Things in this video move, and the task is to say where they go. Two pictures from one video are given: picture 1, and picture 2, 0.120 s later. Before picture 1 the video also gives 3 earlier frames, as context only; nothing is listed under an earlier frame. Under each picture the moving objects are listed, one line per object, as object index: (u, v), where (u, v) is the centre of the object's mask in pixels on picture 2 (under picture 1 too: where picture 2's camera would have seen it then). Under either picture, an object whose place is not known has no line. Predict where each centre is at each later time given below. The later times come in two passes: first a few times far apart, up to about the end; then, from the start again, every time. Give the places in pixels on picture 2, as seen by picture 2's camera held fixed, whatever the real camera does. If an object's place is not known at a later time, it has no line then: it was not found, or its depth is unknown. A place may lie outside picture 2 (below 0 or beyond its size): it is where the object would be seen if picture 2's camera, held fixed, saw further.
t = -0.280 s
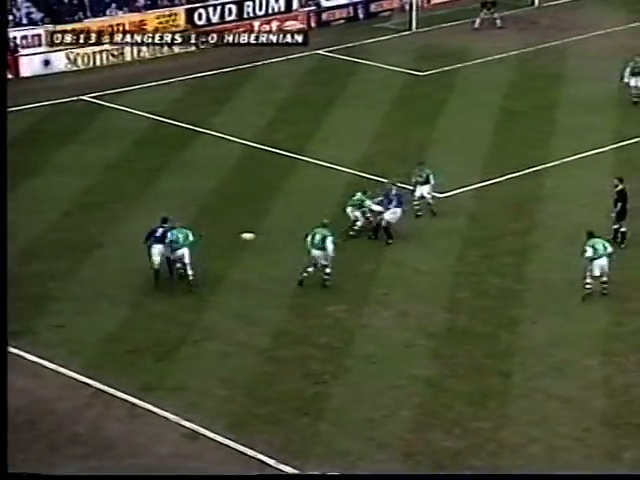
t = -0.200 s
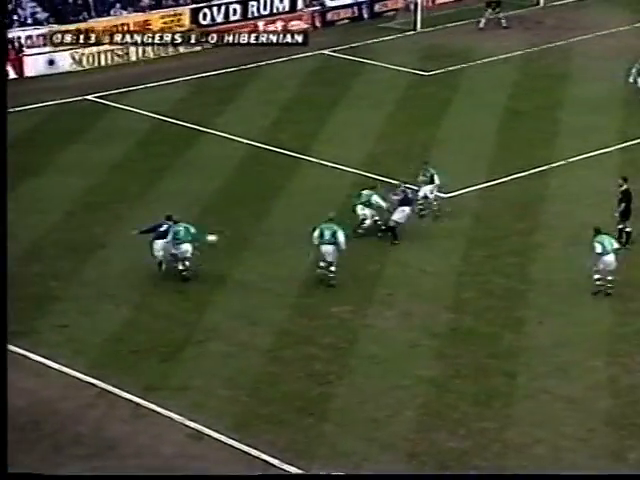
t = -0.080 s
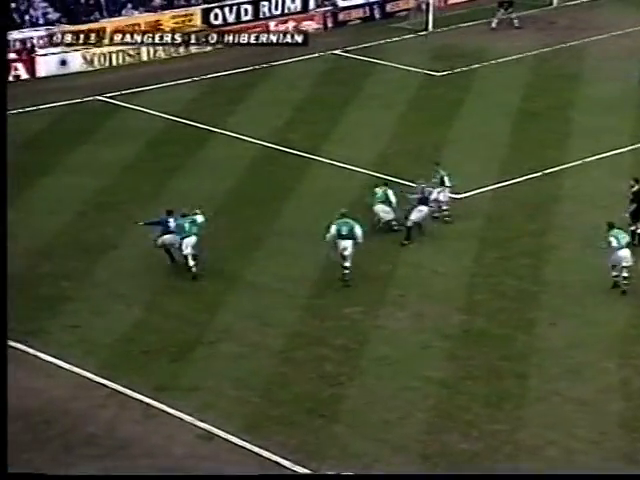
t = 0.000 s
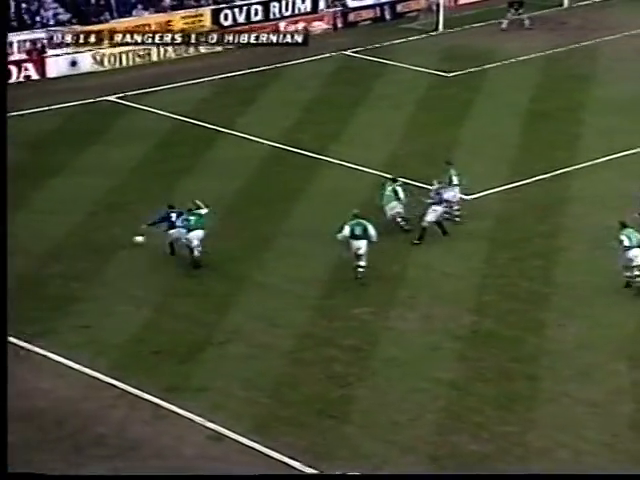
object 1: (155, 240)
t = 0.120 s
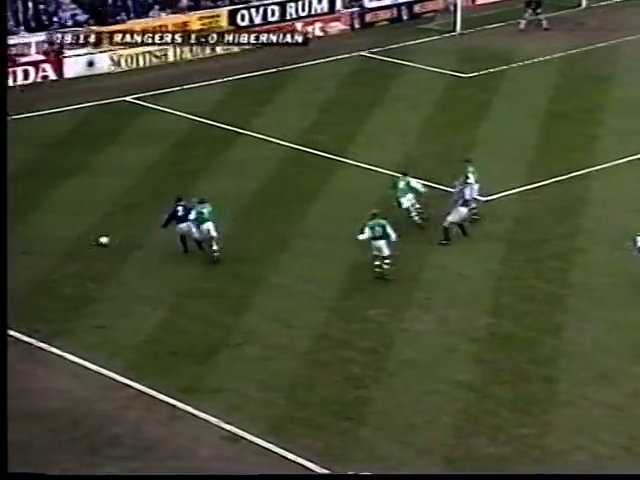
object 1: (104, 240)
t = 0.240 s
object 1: (58, 238)
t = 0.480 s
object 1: (-24, 235)
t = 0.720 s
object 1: (-86, 232)
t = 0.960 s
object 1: (-138, 230)
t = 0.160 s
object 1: (88, 240)
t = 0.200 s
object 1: (71, 239)
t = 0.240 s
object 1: (58, 238)
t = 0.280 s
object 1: (43, 237)
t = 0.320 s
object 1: (29, 237)
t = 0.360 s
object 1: (14, 237)
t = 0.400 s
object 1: (0, 236)
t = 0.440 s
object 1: (-12, 236)
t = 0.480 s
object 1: (-24, 235)
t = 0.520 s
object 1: (-36, 235)
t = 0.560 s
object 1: (-47, 235)
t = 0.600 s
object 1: (-57, 234)
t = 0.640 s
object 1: (-67, 233)
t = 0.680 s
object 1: (-77, 233)
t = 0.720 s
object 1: (-86, 232)
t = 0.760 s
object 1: (-94, 231)
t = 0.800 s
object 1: (-103, 231)
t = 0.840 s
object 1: (-112, 231)
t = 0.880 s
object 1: (-121, 230)
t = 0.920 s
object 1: (-128, 231)
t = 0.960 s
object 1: (-138, 230)
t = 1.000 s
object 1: (-145, 231)
